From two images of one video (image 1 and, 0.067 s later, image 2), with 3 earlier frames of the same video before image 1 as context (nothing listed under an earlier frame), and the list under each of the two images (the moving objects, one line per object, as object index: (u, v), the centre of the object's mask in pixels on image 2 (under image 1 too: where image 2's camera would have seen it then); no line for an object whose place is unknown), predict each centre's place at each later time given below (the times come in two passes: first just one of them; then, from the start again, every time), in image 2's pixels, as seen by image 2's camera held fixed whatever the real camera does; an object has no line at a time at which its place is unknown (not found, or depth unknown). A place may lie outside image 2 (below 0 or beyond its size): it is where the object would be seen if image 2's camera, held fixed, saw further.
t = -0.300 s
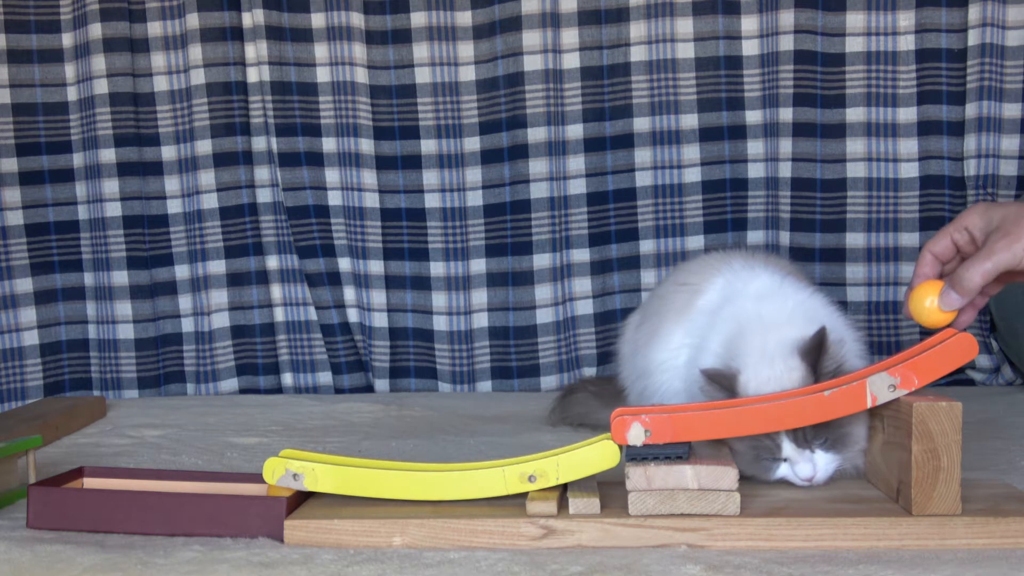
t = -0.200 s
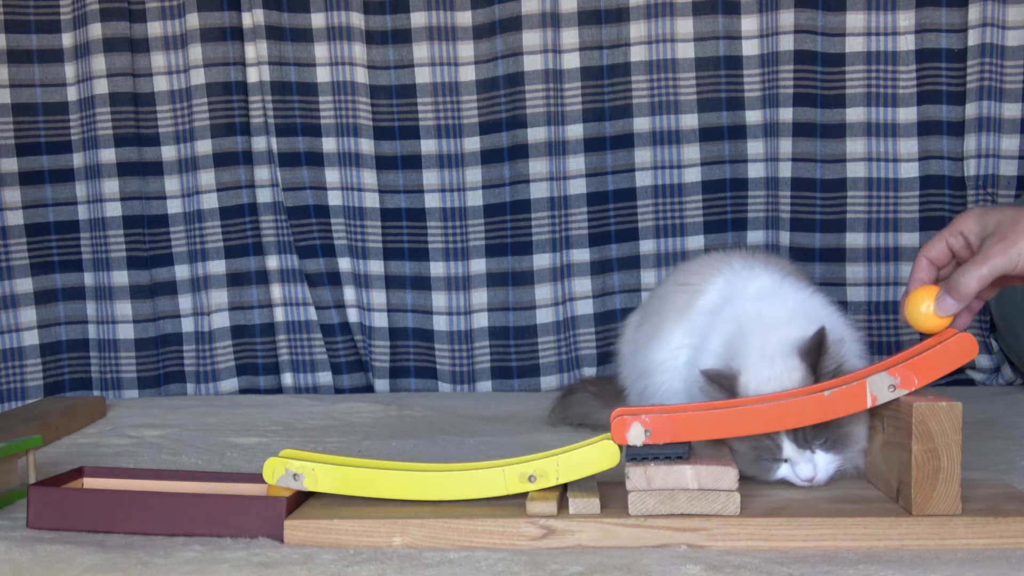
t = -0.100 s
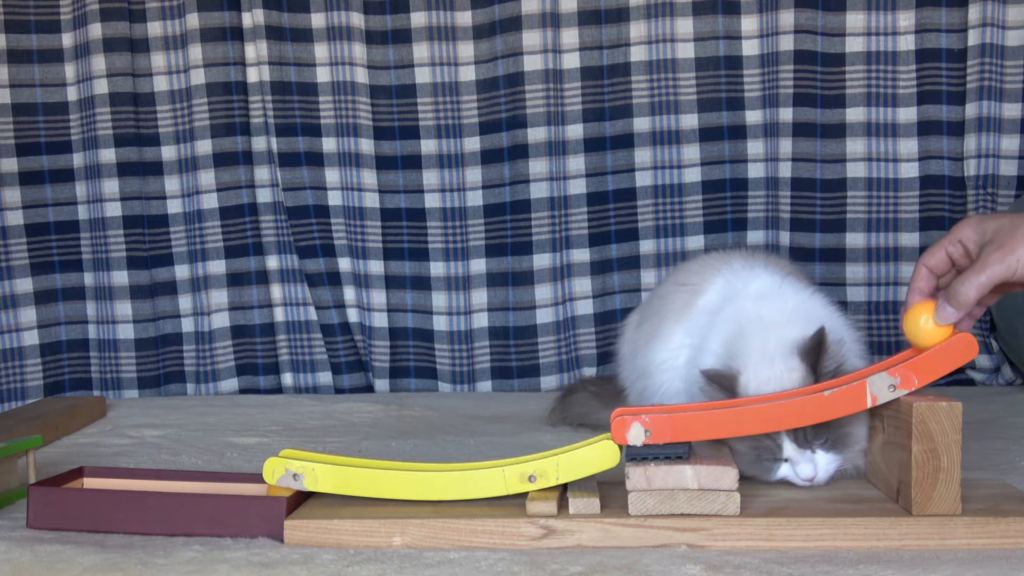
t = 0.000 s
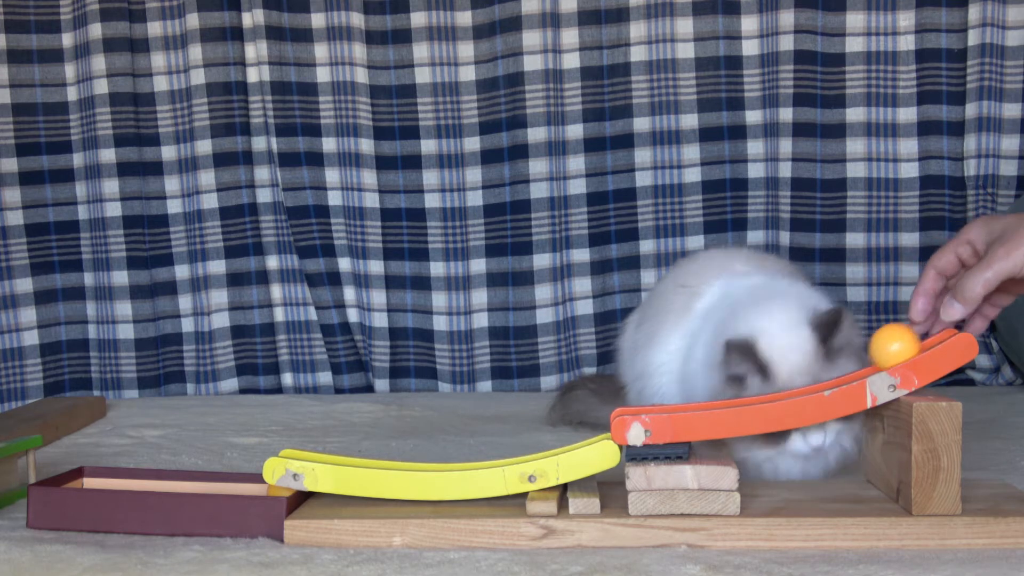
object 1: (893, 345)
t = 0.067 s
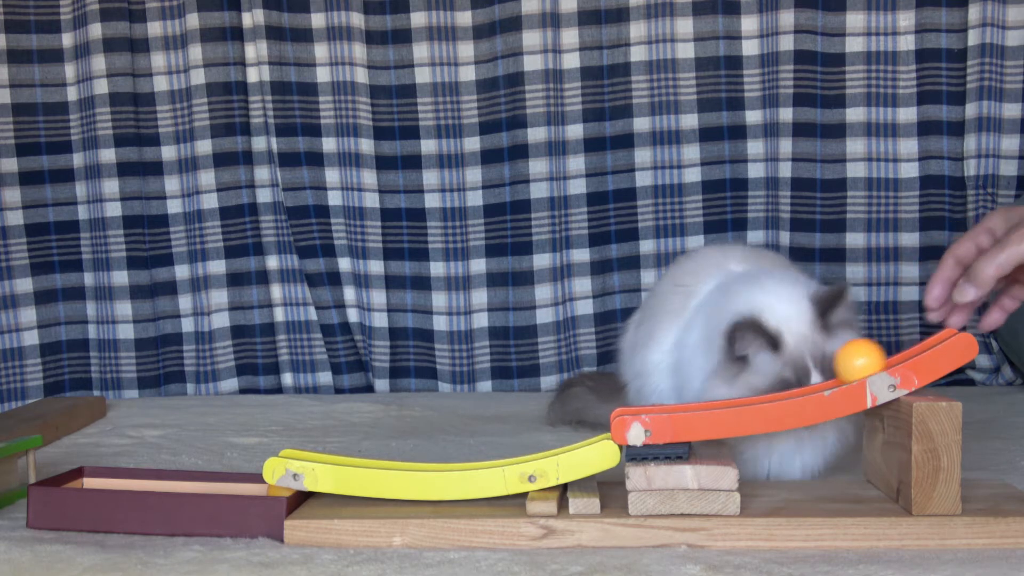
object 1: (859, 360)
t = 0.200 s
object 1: (789, 380)
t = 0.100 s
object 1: (841, 366)
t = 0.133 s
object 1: (823, 371)
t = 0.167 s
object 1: (805, 376)
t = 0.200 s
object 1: (789, 380)
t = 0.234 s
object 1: (775, 383)
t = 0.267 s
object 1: (762, 385)
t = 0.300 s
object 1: (750, 387)
